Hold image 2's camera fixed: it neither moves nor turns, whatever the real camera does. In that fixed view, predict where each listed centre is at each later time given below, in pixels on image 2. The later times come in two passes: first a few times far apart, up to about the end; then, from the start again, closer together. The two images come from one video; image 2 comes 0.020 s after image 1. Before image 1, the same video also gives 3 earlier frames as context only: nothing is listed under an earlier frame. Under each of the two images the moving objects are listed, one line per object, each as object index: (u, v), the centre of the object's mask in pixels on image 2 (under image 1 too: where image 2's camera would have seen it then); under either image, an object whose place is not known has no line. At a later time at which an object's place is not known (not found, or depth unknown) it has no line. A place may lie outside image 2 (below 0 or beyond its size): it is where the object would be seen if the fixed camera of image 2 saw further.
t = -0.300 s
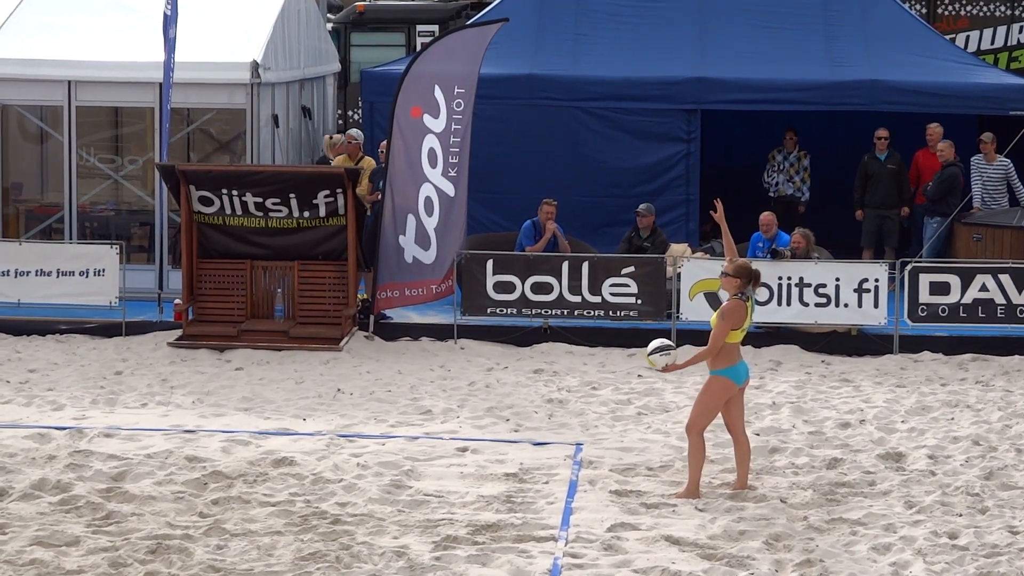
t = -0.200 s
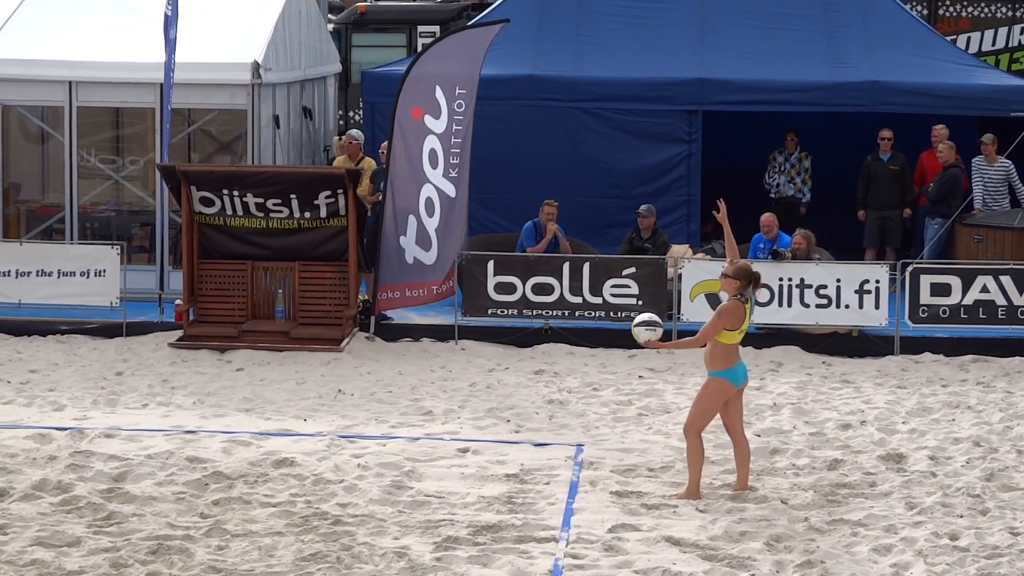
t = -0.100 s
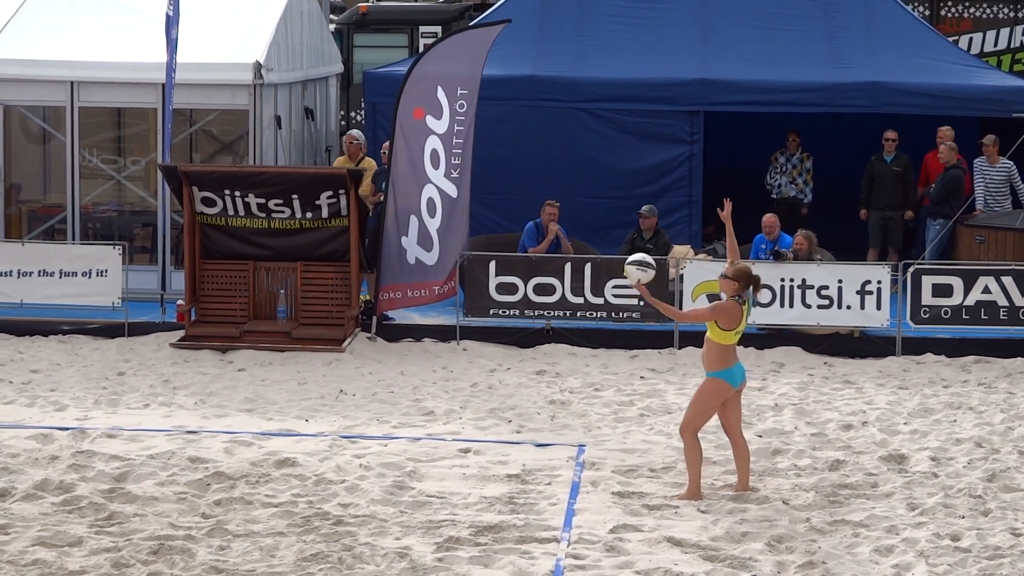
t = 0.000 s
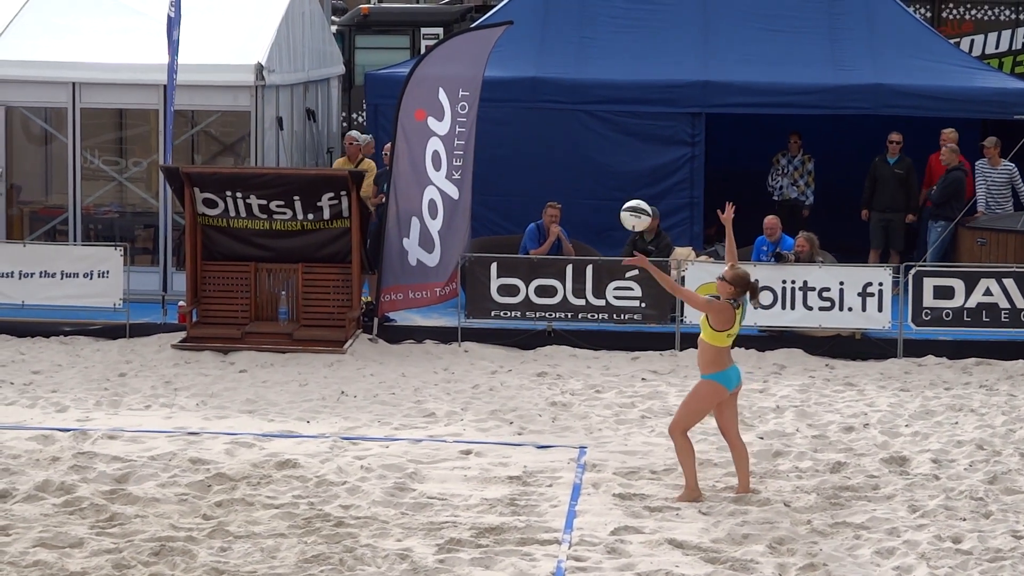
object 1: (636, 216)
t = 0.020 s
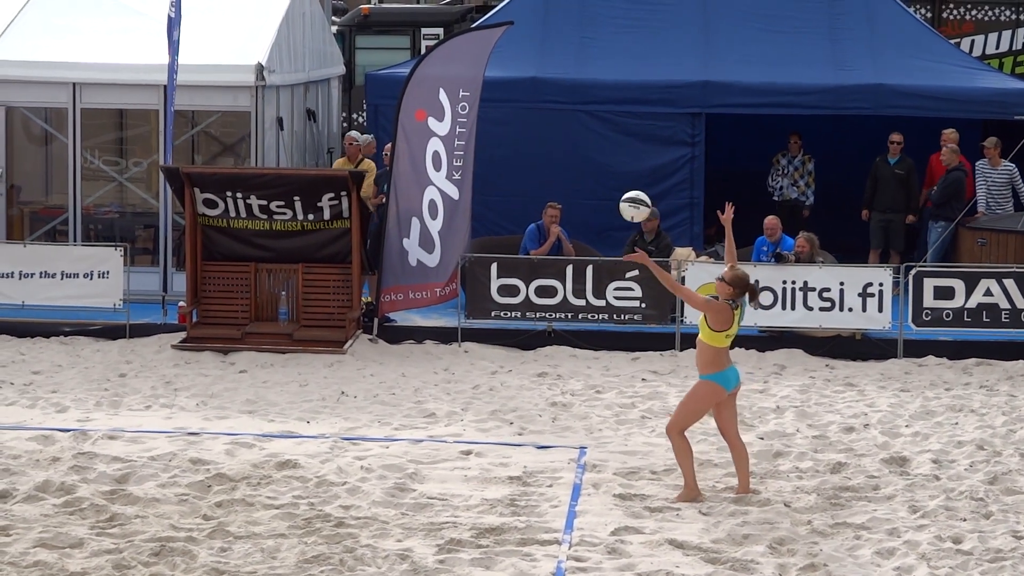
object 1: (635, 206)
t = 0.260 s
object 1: (621, 138)
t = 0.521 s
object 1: (605, 157)
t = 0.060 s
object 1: (633, 189)
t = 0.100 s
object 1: (631, 174)
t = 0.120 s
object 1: (630, 168)
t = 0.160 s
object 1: (627, 156)
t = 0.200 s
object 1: (625, 147)
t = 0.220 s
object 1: (624, 144)
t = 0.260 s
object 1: (621, 138)
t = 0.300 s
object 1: (619, 135)
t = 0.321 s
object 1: (617, 134)
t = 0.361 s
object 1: (615, 134)
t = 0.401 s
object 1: (612, 136)
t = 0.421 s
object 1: (611, 138)
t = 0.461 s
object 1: (609, 144)
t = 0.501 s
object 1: (606, 152)
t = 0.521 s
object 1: (605, 157)
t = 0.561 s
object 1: (602, 169)
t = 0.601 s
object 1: (599, 182)
